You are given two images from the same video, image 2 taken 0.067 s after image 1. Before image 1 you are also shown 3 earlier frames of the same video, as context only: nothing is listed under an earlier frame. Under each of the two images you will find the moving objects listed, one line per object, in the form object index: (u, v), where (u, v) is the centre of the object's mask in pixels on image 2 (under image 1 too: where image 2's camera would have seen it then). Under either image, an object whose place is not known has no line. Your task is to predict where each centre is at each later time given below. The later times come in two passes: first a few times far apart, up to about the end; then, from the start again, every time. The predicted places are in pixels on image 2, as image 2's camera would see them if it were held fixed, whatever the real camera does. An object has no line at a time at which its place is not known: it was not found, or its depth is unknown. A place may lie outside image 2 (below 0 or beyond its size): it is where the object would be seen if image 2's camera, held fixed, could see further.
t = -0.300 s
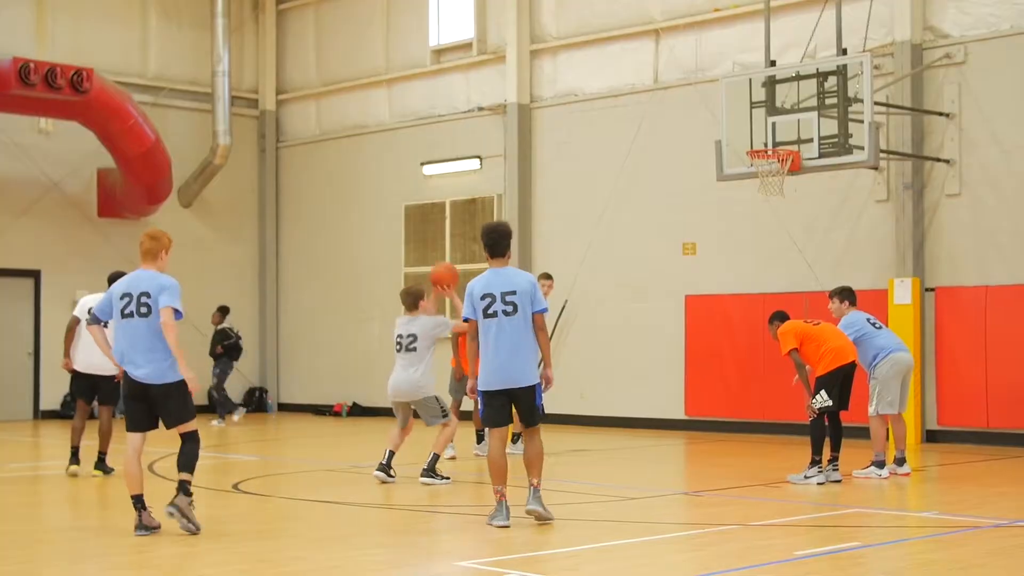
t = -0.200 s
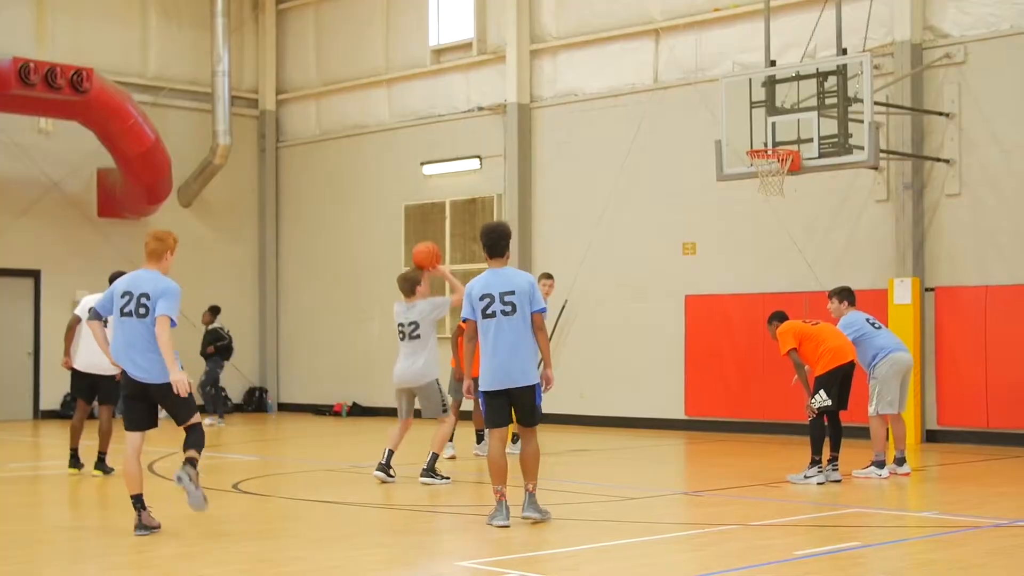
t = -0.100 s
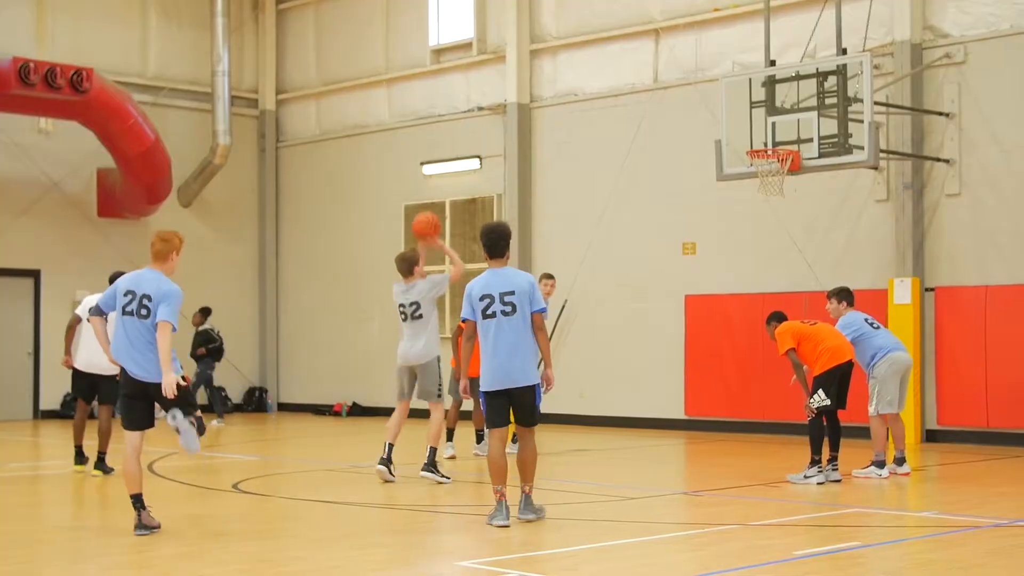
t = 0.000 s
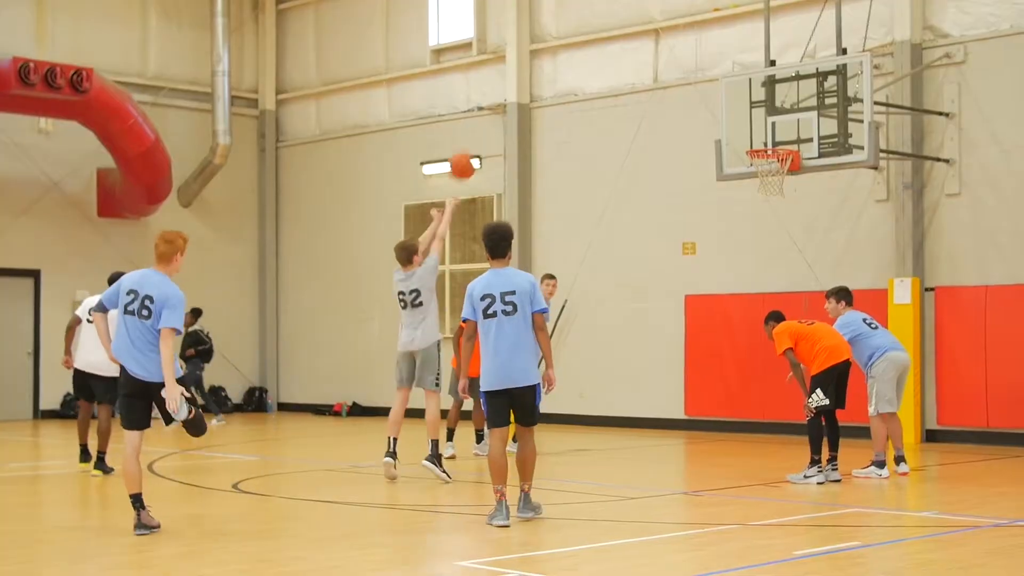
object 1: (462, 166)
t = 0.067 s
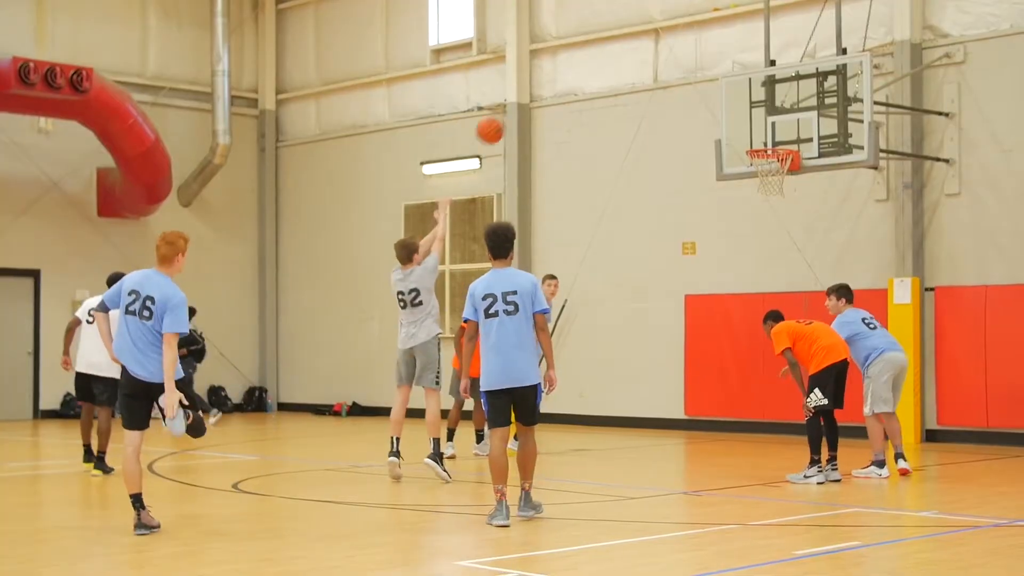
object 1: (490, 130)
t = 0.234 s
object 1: (556, 68)
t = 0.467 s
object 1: (640, 37)
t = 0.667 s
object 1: (704, 56)
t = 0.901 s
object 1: (772, 124)
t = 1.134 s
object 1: (773, 99)
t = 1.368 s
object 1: (756, 90)
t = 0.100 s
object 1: (504, 115)
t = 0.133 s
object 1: (517, 101)
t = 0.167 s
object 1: (531, 89)
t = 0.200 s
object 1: (544, 78)
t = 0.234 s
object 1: (556, 68)
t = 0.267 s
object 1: (569, 60)
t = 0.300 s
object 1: (582, 53)
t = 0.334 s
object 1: (594, 48)
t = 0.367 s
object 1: (605, 43)
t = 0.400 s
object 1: (617, 40)
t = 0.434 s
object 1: (629, 38)
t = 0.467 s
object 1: (640, 37)
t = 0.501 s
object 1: (651, 38)
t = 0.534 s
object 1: (662, 39)
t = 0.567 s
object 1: (673, 42)
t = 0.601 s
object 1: (684, 46)
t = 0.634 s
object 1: (694, 50)
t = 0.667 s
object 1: (704, 56)
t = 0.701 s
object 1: (714, 63)
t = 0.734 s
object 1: (724, 71)
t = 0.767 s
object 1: (733, 80)
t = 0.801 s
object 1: (744, 89)
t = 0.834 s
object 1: (753, 100)
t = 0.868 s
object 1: (762, 112)
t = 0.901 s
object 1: (772, 124)
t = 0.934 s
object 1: (781, 138)
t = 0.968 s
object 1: (785, 137)
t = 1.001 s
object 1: (783, 128)
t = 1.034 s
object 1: (781, 118)
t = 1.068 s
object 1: (778, 111)
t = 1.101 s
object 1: (776, 104)
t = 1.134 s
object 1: (773, 99)
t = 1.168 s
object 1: (770, 94)
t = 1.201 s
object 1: (768, 91)
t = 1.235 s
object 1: (766, 89)
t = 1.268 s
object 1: (763, 88)
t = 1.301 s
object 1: (760, 87)
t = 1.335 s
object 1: (758, 88)
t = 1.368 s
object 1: (756, 90)
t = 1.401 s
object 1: (753, 93)
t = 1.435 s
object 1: (750, 97)
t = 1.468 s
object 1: (747, 102)
